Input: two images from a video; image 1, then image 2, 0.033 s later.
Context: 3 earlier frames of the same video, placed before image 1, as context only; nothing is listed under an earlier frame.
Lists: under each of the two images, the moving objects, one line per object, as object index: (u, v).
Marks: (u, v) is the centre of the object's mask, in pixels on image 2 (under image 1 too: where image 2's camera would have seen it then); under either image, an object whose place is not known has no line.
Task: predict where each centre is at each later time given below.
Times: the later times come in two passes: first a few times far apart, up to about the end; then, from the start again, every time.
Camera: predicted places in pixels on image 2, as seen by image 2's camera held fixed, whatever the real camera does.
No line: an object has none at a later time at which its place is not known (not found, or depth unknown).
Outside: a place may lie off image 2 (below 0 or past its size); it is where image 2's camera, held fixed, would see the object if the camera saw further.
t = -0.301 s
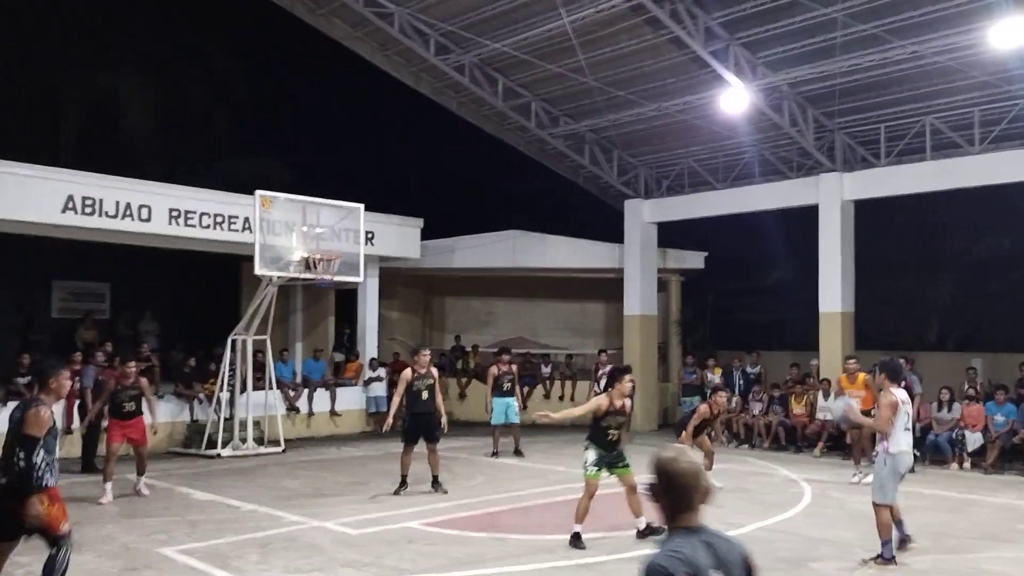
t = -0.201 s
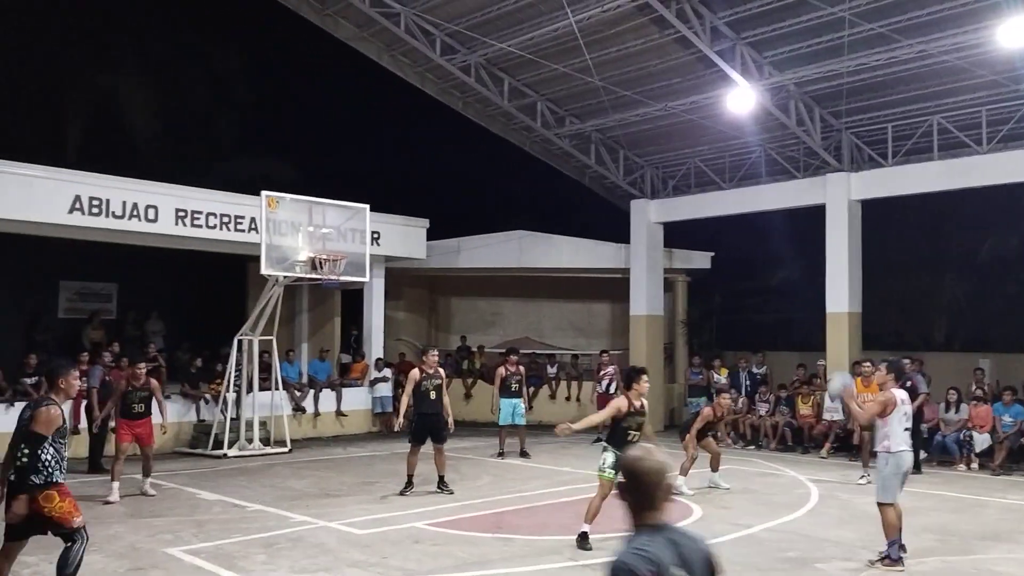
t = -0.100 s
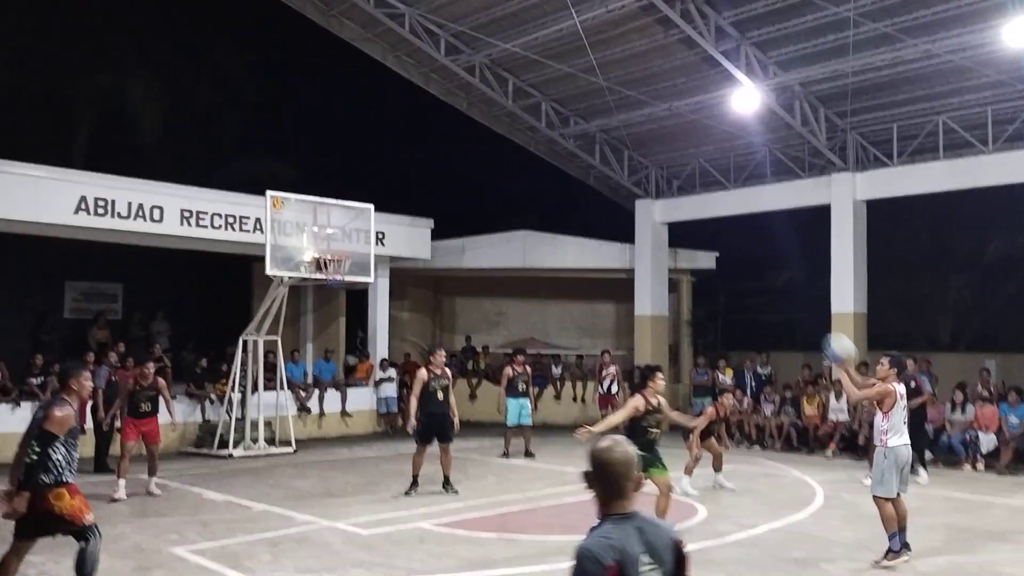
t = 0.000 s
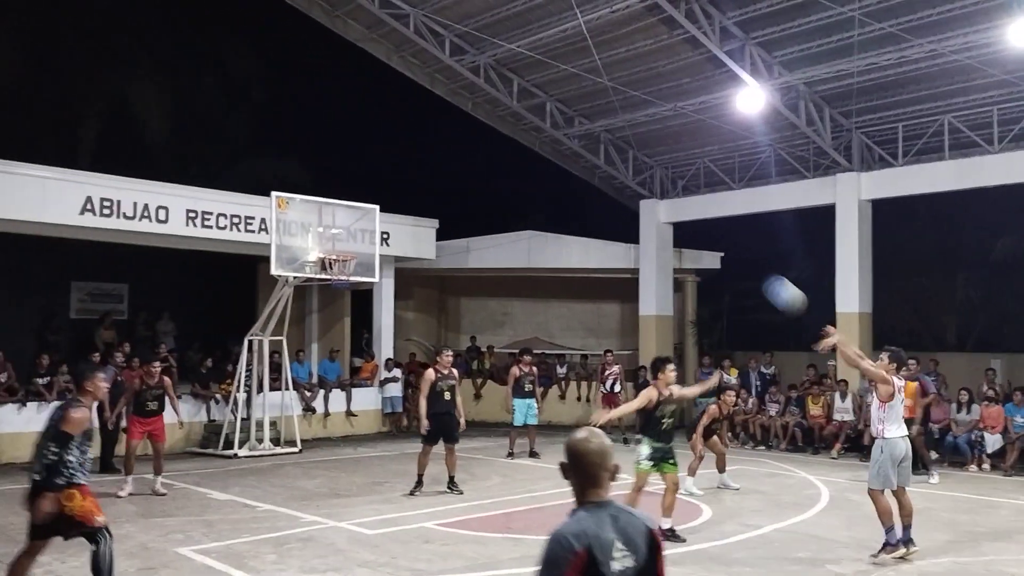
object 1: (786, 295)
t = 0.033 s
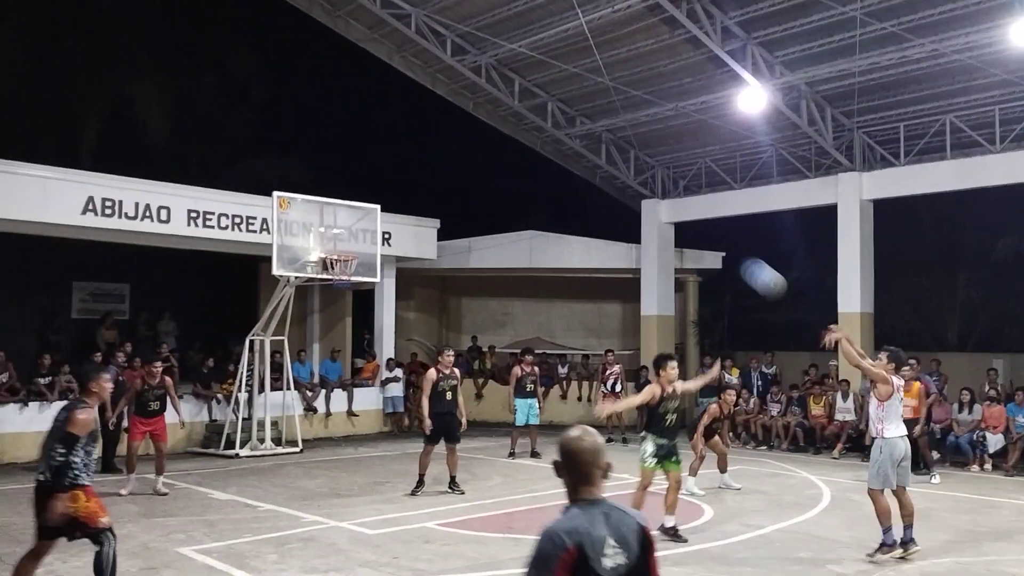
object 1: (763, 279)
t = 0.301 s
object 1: (572, 188)
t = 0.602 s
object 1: (343, 183)
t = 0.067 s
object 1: (741, 263)
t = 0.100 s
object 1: (717, 247)
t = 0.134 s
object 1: (694, 235)
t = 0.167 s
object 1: (670, 223)
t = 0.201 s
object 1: (643, 211)
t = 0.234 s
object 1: (619, 203)
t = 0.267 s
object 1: (597, 195)
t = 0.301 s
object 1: (572, 188)
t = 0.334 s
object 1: (548, 183)
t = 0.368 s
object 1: (524, 178)
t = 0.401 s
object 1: (498, 175)
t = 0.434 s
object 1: (473, 173)
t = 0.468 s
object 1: (448, 173)
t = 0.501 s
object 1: (421, 174)
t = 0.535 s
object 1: (395, 175)
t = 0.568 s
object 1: (369, 178)
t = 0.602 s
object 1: (343, 183)
